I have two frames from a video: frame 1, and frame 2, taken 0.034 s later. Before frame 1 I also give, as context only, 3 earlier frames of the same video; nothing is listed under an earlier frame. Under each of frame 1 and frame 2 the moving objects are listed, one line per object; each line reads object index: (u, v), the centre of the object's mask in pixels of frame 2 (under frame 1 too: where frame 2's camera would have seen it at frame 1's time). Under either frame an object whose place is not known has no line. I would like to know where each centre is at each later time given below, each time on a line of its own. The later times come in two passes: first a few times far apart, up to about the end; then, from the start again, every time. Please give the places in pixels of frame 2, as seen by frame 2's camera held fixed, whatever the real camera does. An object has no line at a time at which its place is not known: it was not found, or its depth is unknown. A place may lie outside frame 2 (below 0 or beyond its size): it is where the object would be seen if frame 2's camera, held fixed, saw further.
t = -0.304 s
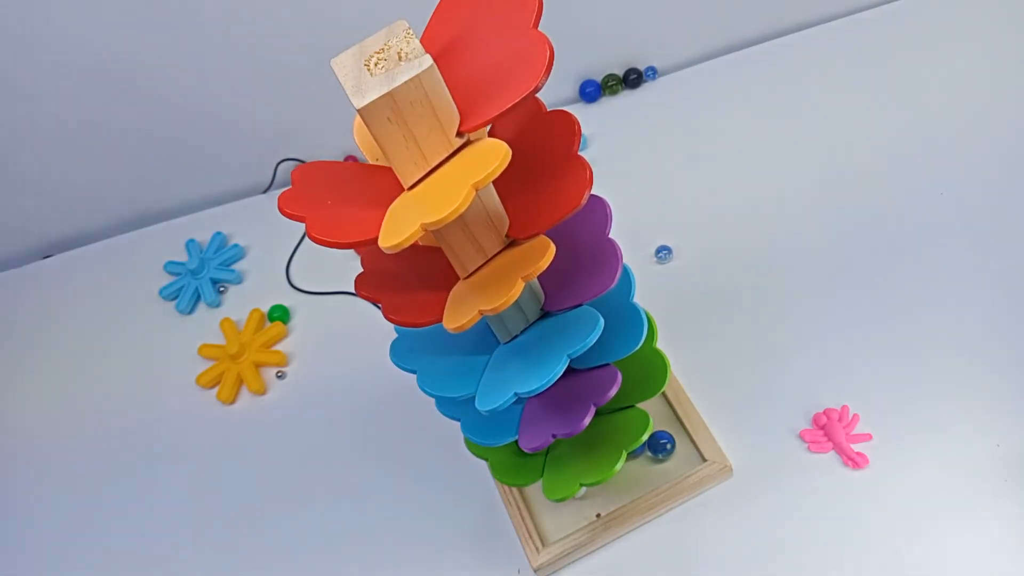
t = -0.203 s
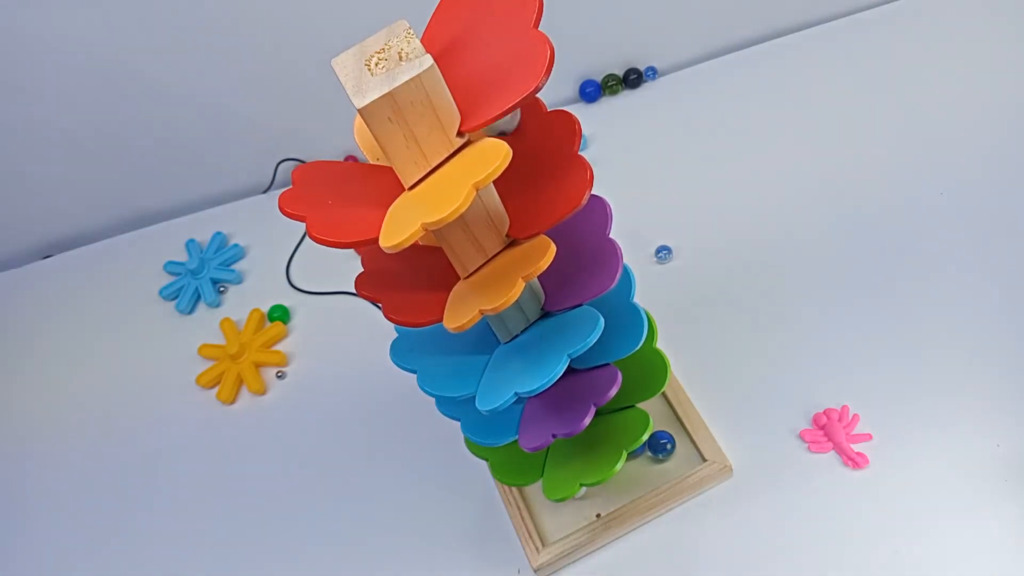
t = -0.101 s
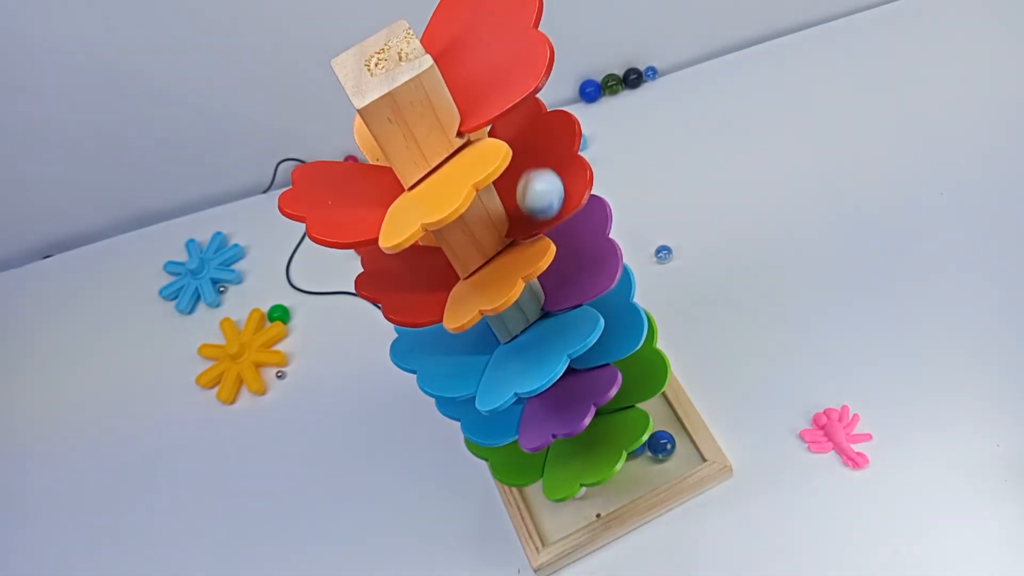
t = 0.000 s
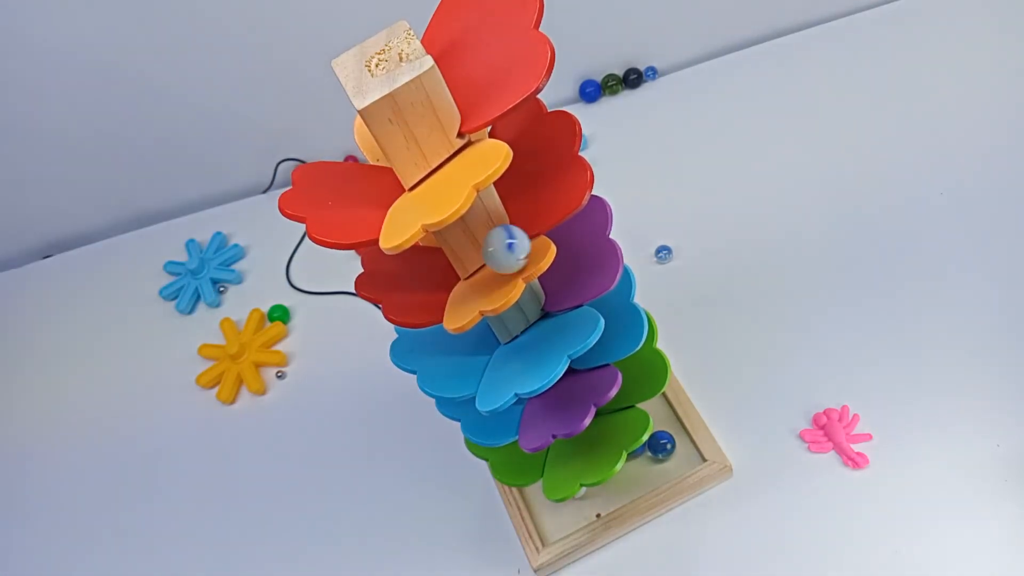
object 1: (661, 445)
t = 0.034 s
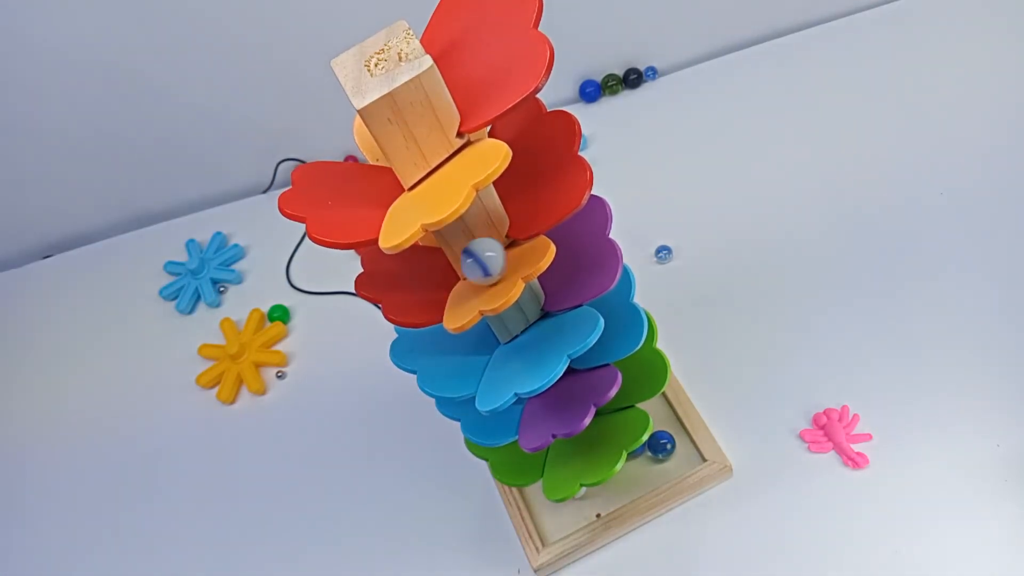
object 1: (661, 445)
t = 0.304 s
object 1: (662, 445)
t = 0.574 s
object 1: (666, 461)
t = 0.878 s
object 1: (655, 464)
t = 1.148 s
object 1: (659, 458)
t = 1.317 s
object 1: (661, 450)
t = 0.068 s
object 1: (661, 445)
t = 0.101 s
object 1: (661, 445)
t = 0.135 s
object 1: (661, 445)
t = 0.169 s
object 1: (661, 445)
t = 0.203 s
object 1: (662, 445)
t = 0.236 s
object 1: (662, 445)
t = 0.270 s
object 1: (662, 445)
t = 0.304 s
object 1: (662, 445)
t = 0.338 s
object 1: (663, 445)
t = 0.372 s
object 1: (664, 447)
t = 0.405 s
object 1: (665, 450)
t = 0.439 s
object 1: (666, 454)
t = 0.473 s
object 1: (666, 457)
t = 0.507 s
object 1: (667, 459)
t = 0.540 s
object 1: (667, 459)
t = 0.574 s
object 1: (666, 461)
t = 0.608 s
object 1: (666, 462)
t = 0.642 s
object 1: (664, 462)
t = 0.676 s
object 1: (663, 463)
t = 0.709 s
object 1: (662, 464)
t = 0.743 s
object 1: (660, 464)
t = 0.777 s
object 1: (659, 465)
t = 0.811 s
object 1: (658, 464)
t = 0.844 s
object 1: (656, 464)
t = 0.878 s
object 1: (655, 464)
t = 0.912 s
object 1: (655, 464)
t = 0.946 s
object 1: (655, 463)
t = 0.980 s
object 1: (656, 462)
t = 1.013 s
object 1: (656, 462)
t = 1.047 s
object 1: (656, 461)
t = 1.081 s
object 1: (657, 460)
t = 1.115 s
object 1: (658, 459)
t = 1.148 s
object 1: (659, 458)
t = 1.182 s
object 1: (660, 456)
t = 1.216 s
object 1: (660, 456)
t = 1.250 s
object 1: (661, 454)
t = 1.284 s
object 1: (661, 452)
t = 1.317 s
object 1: (661, 450)
